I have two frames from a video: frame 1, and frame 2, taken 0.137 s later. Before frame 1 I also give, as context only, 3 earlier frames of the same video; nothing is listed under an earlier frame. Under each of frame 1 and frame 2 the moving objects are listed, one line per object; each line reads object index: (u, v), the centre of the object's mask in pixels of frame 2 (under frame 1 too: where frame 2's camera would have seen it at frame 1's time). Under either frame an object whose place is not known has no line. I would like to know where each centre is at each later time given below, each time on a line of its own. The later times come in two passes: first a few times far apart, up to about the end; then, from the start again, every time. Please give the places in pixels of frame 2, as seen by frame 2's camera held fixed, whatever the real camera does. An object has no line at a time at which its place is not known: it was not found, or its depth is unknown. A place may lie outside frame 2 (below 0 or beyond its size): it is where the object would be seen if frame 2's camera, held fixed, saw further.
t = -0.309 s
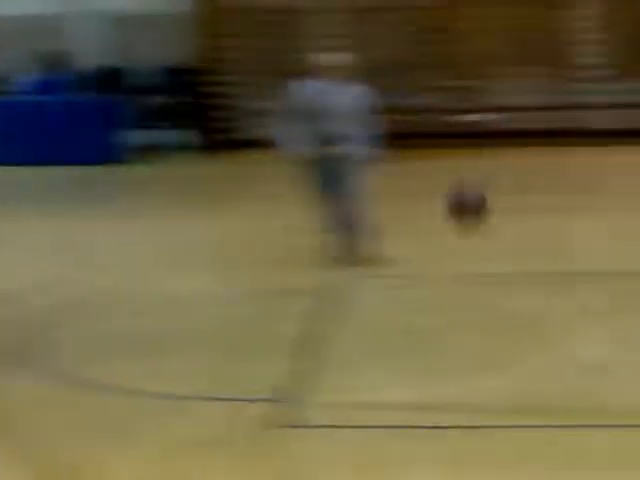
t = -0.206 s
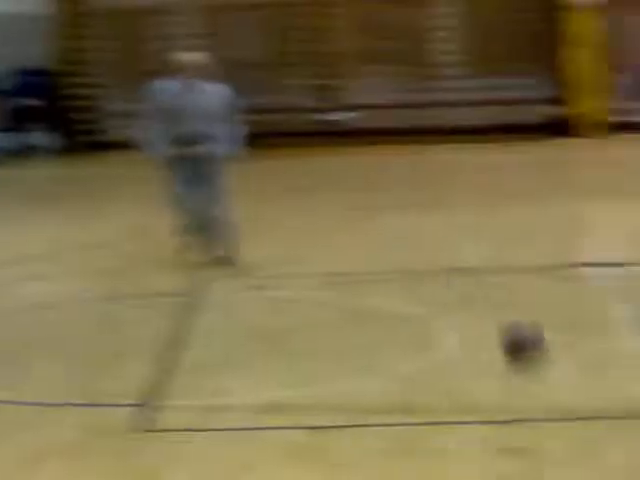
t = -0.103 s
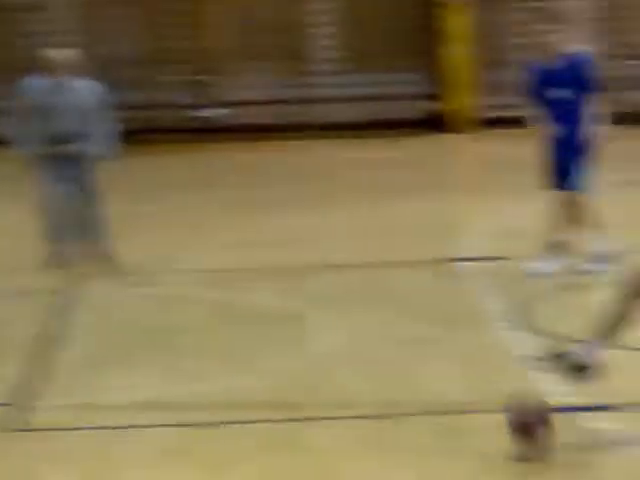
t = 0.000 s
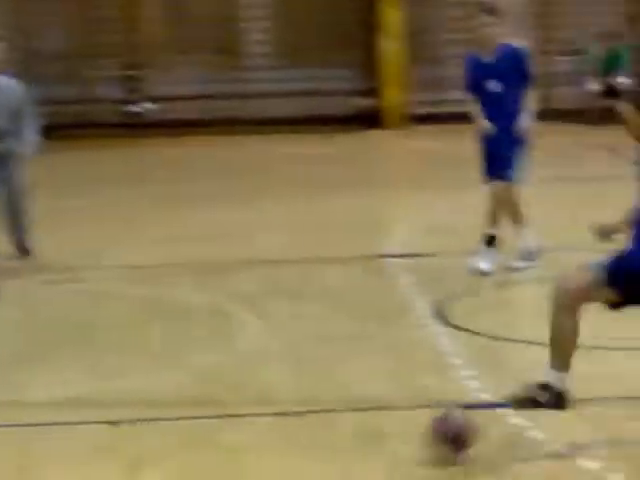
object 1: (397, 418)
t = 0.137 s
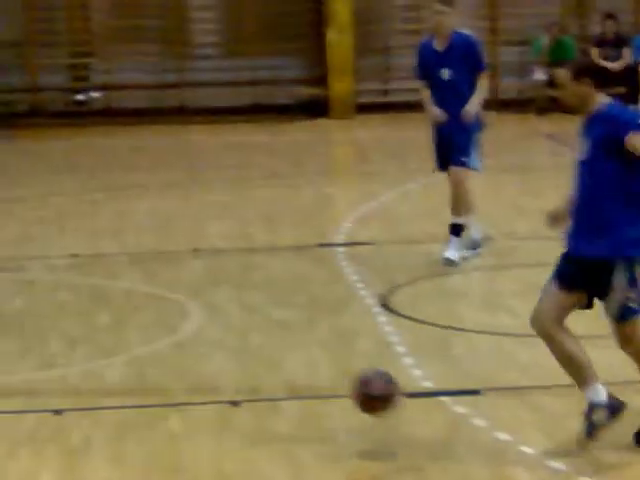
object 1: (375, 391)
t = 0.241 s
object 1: (357, 380)
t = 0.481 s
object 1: (331, 451)
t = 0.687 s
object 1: (302, 433)
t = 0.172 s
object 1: (370, 385)
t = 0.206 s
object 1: (365, 381)
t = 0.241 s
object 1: (357, 380)
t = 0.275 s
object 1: (354, 383)
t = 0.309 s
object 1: (349, 389)
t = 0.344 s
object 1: (345, 396)
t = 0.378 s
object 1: (342, 406)
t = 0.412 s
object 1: (338, 420)
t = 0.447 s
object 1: (334, 434)
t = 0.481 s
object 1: (331, 451)
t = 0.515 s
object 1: (327, 469)
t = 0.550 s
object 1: (322, 456)
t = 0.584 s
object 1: (317, 448)
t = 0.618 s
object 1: (311, 440)
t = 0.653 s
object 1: (306, 435)
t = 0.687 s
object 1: (302, 433)
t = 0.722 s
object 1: (296, 433)
